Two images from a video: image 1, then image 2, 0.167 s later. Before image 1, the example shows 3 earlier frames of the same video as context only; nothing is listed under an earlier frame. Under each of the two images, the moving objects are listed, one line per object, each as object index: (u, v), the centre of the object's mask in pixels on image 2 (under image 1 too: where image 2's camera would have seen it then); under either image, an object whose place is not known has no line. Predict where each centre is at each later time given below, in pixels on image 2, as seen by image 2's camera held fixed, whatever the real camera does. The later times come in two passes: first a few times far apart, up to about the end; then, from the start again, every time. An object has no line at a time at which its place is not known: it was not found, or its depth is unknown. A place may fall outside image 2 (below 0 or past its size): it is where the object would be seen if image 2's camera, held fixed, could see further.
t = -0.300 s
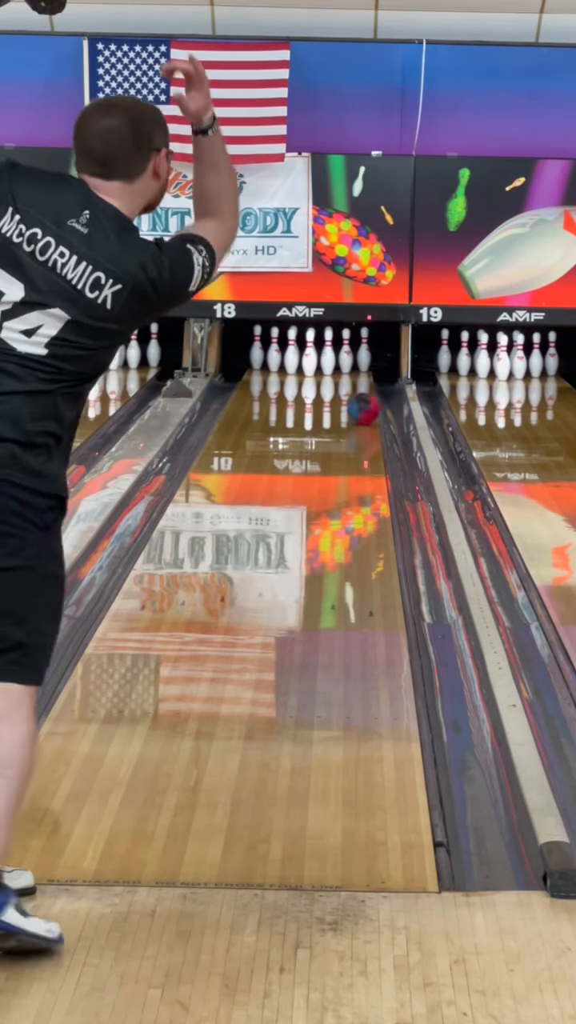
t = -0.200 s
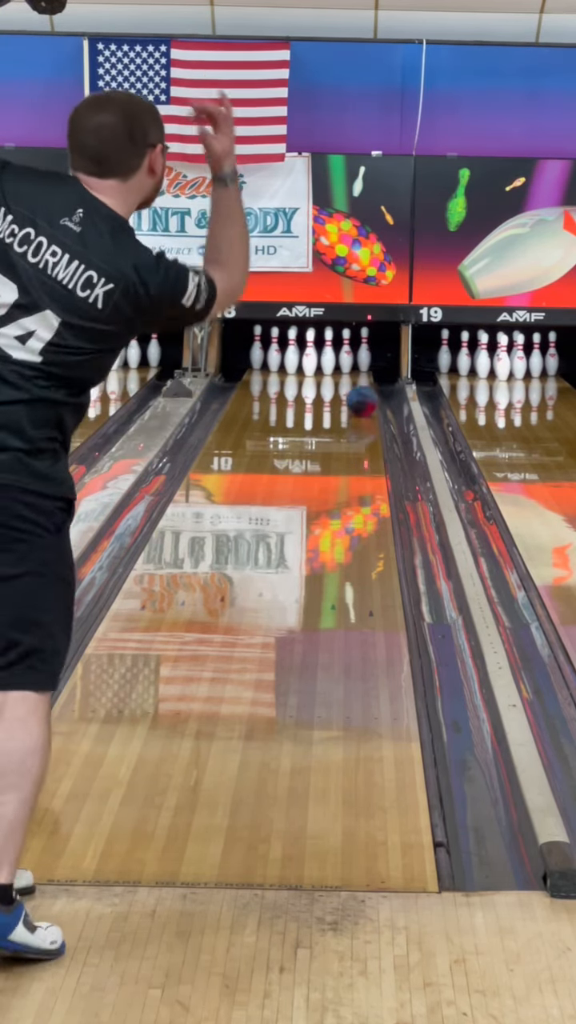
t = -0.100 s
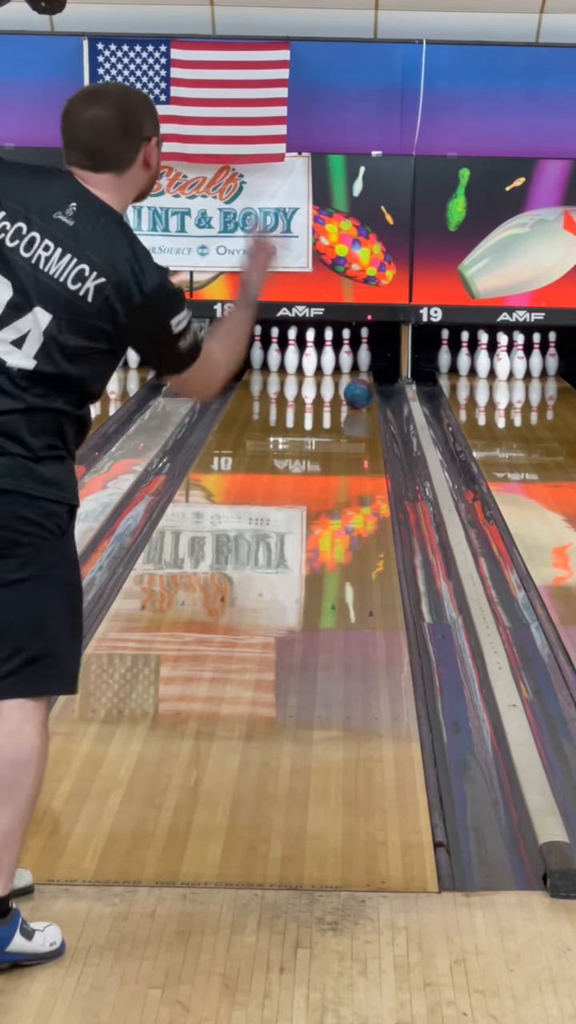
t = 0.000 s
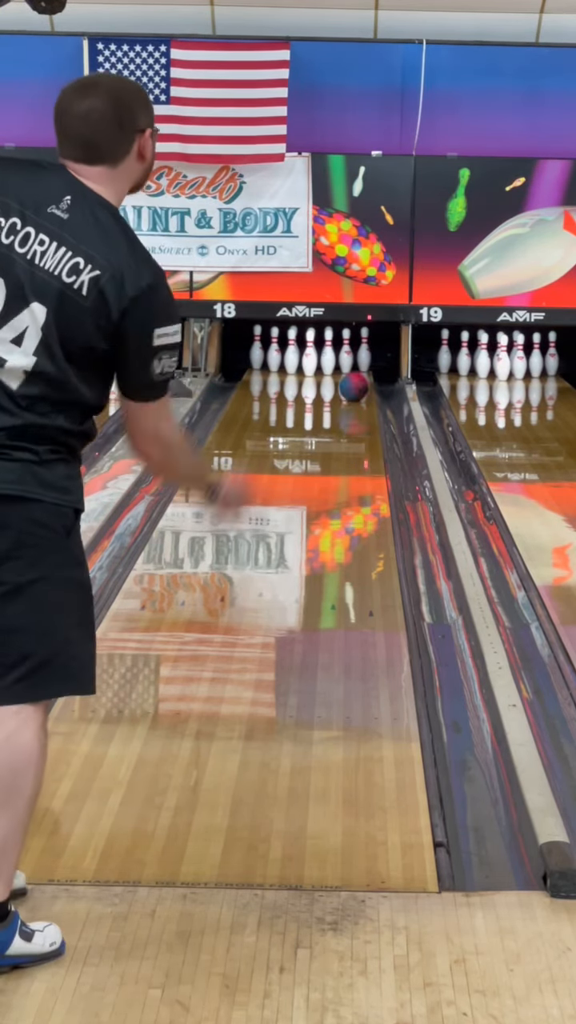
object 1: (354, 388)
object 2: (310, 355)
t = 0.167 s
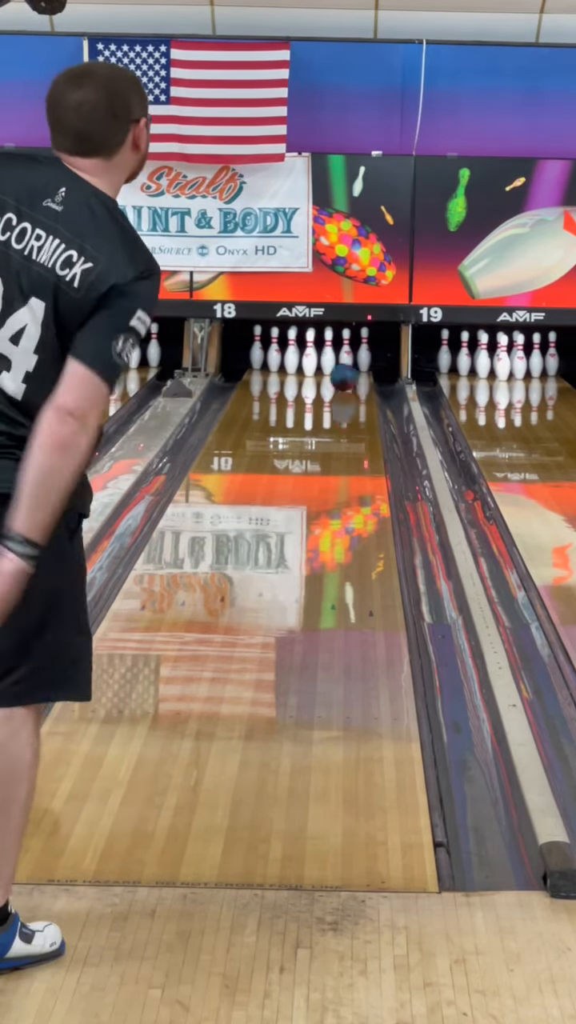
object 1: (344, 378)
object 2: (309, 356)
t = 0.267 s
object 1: (336, 372)
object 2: (310, 355)
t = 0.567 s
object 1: (325, 359)
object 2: (256, 361)
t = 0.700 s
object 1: (329, 358)
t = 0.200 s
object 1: (342, 376)
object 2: (310, 356)
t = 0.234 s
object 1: (339, 374)
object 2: (310, 356)
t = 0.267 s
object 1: (336, 372)
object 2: (310, 355)
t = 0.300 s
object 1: (333, 371)
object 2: (310, 355)
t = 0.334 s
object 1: (331, 368)
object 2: (310, 355)
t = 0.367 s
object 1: (328, 367)
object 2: (309, 355)
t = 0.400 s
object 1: (325, 366)
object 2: (309, 355)
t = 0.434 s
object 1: (324, 365)
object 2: (303, 354)
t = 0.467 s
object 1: (325, 364)
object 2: (286, 357)
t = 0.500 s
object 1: (325, 363)
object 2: (269, 359)
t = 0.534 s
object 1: (324, 362)
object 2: (261, 361)
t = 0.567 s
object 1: (325, 359)
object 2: (256, 361)
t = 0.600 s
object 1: (327, 360)
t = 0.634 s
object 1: (327, 359)
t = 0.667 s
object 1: (329, 360)
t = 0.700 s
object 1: (329, 358)
